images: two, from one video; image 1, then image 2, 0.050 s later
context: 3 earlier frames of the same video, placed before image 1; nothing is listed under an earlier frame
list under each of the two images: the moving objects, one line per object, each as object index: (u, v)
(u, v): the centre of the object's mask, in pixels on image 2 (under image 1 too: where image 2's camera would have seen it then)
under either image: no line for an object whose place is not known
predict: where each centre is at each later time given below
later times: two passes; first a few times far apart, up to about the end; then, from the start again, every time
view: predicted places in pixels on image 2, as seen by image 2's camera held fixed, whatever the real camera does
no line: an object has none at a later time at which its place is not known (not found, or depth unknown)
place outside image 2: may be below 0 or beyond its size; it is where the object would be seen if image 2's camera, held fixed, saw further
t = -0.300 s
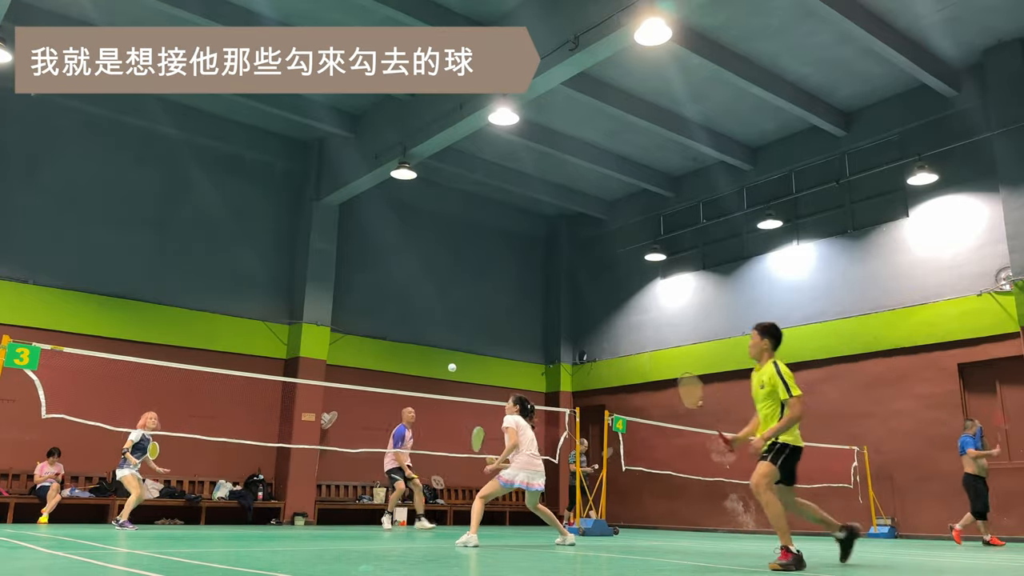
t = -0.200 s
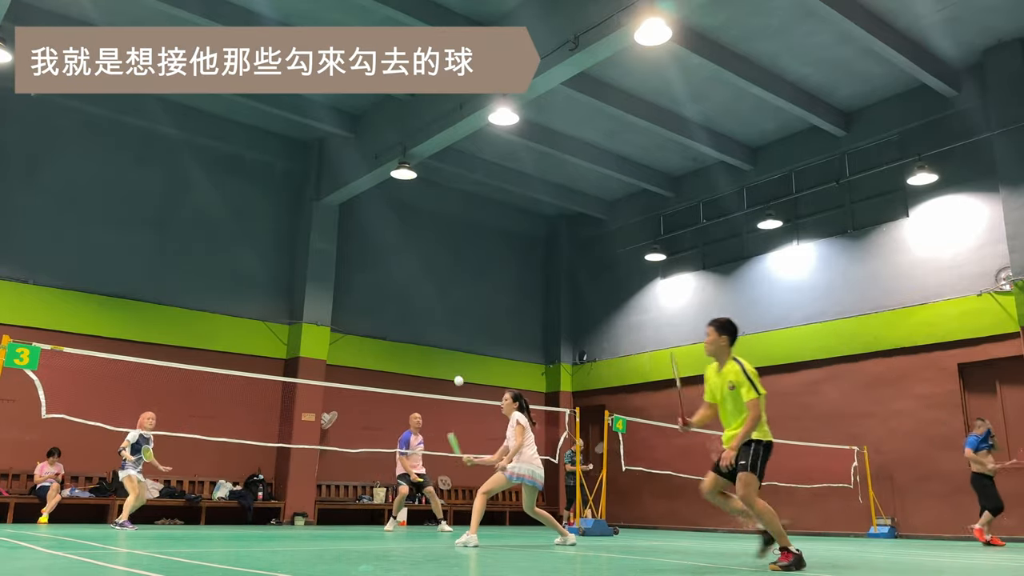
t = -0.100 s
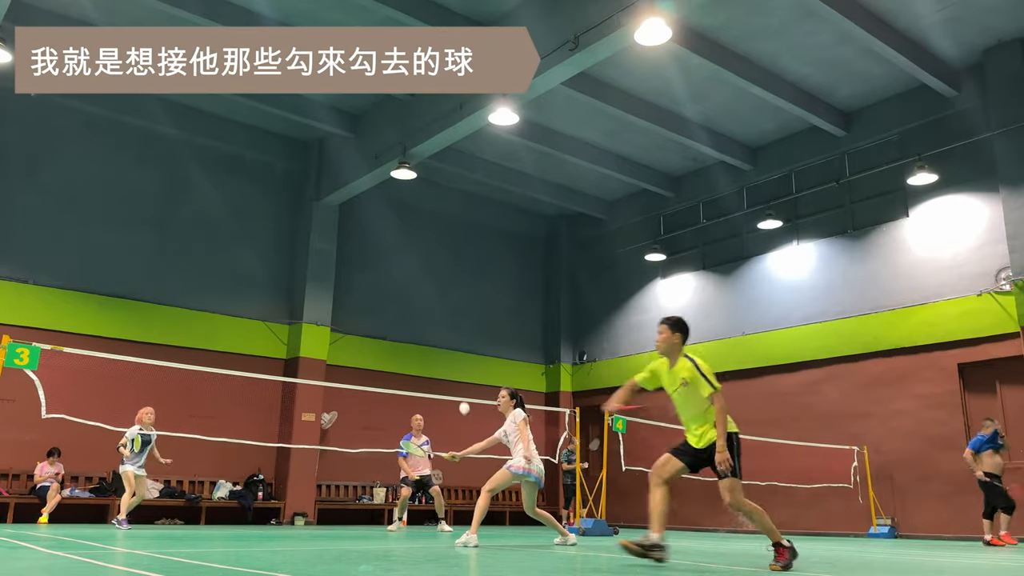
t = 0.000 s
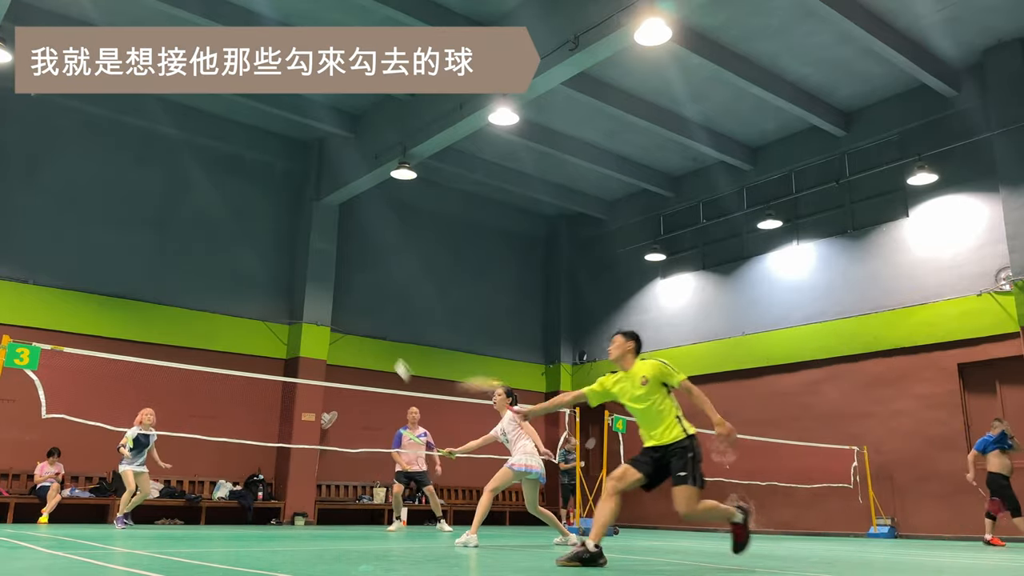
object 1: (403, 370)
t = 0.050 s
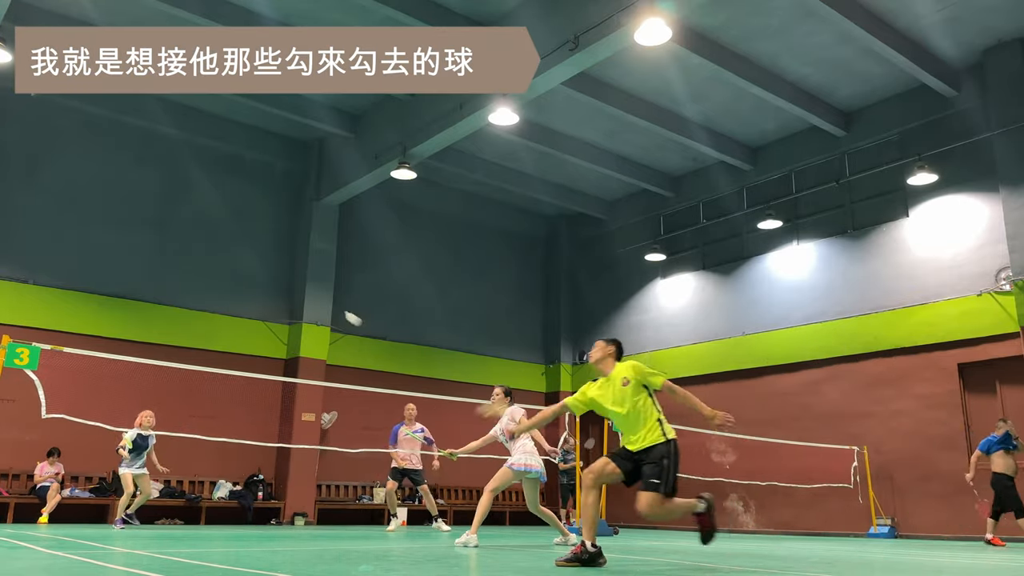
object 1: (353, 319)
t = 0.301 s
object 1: (239, 244)
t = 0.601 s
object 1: (189, 261)
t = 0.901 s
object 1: (159, 323)
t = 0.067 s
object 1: (338, 308)
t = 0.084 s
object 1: (326, 298)
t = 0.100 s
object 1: (315, 288)
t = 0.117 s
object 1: (305, 281)
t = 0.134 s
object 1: (297, 274)
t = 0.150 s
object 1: (289, 269)
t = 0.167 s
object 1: (282, 264)
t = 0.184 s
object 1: (275, 260)
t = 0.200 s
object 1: (269, 256)
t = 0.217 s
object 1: (263, 254)
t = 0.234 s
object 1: (258, 251)
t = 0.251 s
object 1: (253, 249)
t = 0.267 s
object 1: (248, 247)
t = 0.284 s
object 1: (244, 245)
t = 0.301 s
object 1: (239, 244)
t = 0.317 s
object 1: (235, 243)
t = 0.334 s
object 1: (232, 243)
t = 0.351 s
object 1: (228, 242)
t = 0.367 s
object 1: (225, 242)
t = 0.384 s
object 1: (221, 242)
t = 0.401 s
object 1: (218, 243)
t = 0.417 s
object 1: (216, 243)
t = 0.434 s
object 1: (213, 244)
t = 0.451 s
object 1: (210, 245)
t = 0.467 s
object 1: (207, 246)
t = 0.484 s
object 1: (205, 247)
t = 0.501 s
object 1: (202, 249)
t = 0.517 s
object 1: (200, 250)
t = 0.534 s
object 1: (197, 252)
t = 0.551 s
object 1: (195, 254)
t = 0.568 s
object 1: (193, 256)
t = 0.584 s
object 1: (191, 258)
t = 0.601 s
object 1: (189, 261)
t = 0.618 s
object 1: (187, 263)
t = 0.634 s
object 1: (185, 266)
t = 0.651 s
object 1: (183, 268)
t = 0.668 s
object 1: (181, 271)
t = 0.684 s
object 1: (179, 274)
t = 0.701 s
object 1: (178, 278)
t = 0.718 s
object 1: (175, 281)
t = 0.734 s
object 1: (174, 284)
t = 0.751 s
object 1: (172, 288)
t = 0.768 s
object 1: (171, 291)
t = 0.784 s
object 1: (169, 294)
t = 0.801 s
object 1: (167, 299)
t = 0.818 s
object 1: (166, 302)
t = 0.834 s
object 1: (164, 306)
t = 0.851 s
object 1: (163, 311)
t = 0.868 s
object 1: (161, 315)
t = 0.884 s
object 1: (160, 319)
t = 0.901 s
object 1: (159, 323)
